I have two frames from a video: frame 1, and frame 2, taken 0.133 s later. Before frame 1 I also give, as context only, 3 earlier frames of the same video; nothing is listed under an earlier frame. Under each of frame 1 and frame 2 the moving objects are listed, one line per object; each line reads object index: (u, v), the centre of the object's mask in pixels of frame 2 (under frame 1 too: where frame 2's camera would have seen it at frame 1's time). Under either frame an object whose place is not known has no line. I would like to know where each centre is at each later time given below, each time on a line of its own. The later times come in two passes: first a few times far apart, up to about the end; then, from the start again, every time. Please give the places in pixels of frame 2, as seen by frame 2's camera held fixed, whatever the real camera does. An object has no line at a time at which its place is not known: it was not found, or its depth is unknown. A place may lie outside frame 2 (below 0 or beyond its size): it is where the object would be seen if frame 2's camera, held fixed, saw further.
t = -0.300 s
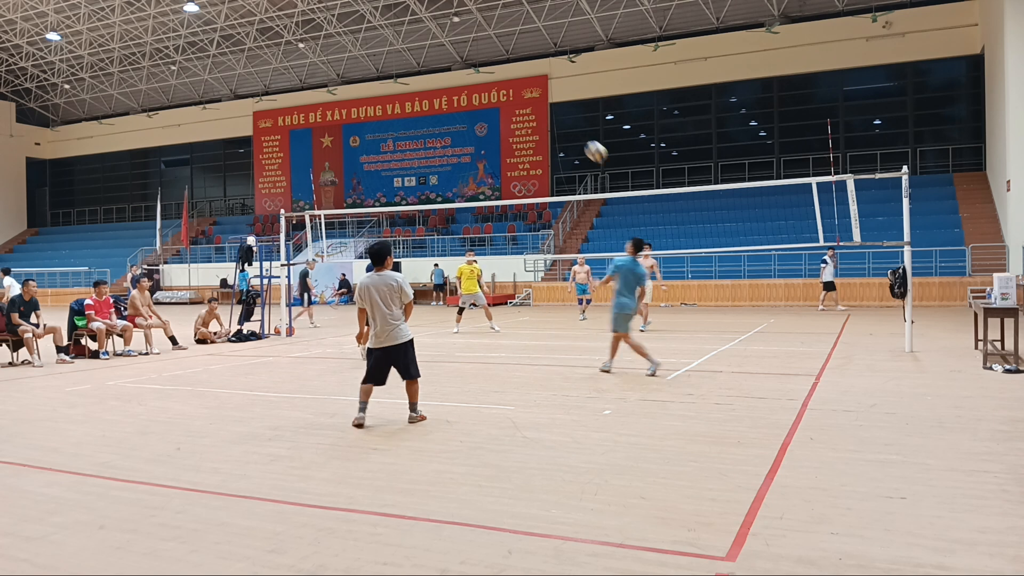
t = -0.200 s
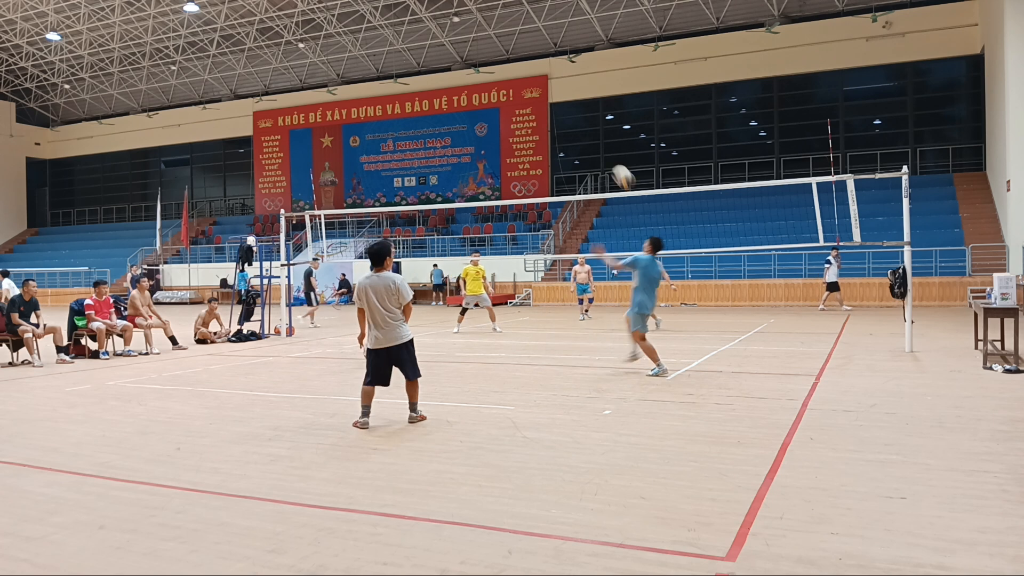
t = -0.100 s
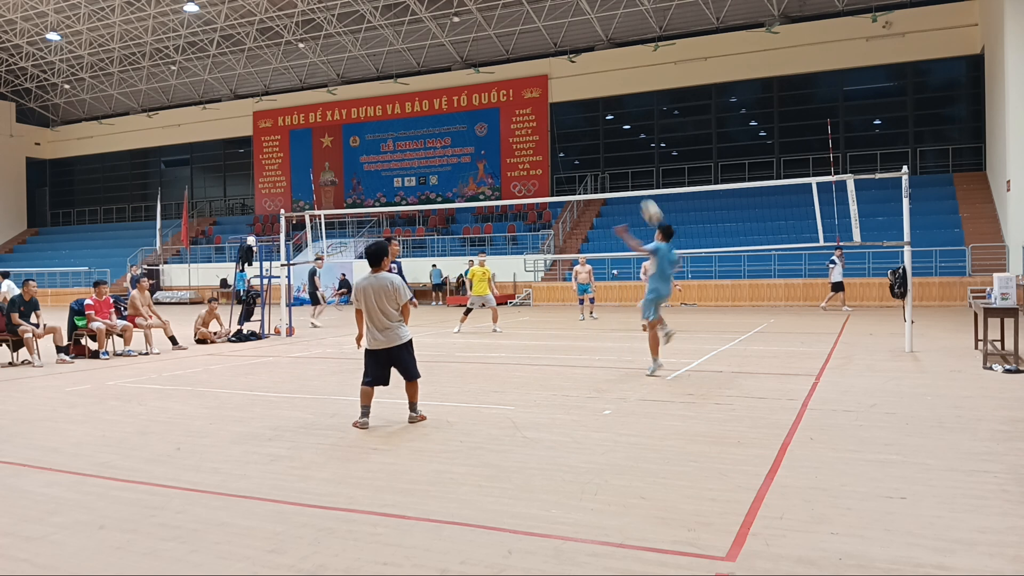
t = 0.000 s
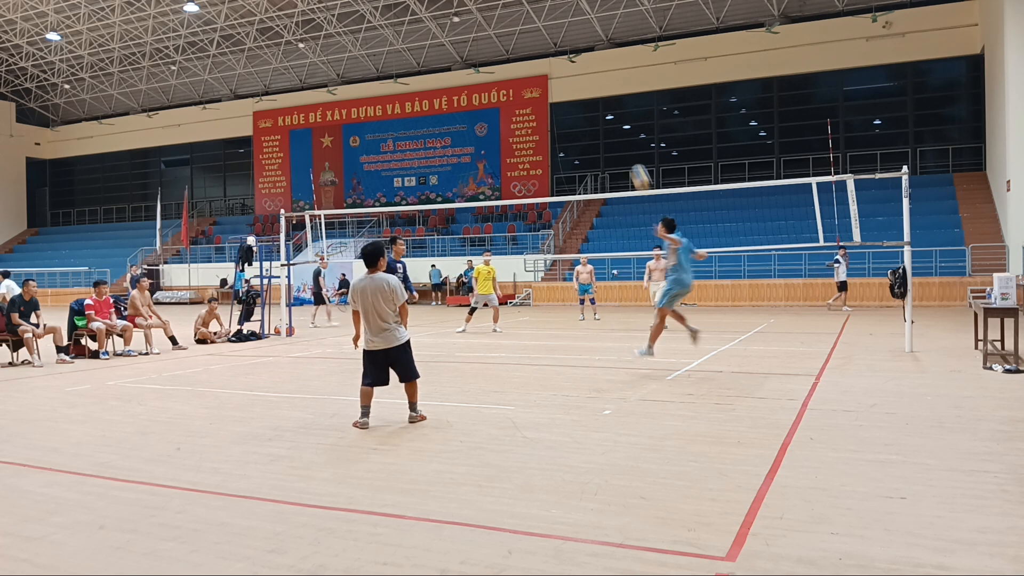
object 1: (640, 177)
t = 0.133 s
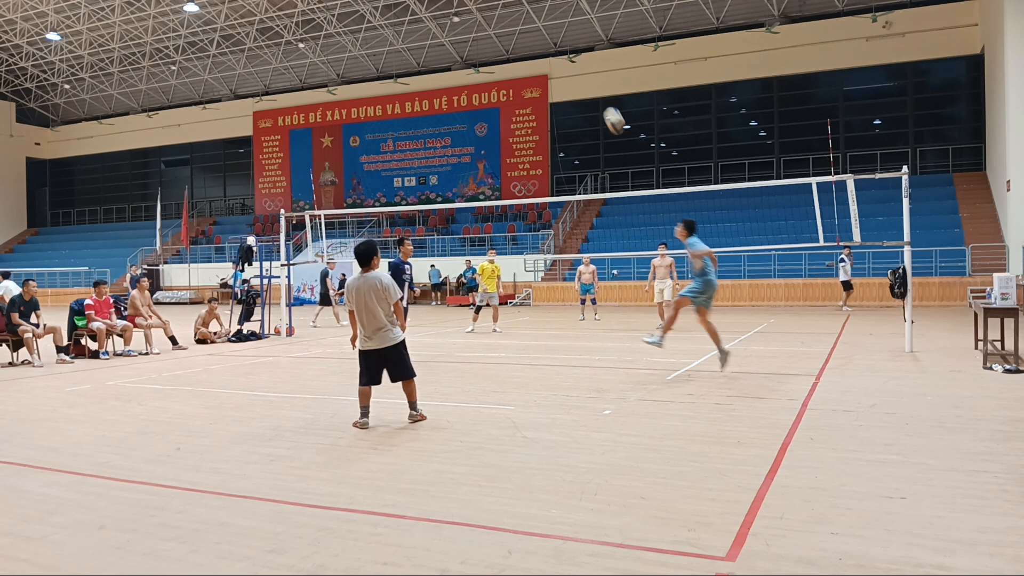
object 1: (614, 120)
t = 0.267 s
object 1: (588, 77)
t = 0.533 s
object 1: (540, 39)
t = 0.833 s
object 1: (491, 62)
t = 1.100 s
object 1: (453, 142)
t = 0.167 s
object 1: (607, 108)
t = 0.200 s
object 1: (601, 97)
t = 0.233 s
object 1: (594, 86)
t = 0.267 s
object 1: (588, 77)
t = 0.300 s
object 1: (582, 69)
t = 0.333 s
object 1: (575, 61)
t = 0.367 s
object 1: (569, 55)
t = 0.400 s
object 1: (563, 50)
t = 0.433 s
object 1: (557, 46)
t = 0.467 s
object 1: (551, 43)
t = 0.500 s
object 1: (546, 40)
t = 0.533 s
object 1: (540, 39)
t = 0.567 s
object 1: (534, 38)
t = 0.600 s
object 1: (529, 38)
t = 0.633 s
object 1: (523, 38)
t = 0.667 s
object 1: (518, 41)
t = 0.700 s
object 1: (512, 43)
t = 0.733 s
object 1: (507, 47)
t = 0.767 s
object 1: (501, 51)
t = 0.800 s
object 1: (496, 56)
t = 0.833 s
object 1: (491, 62)
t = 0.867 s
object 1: (486, 69)
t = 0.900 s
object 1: (481, 78)
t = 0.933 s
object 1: (476, 86)
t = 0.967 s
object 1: (471, 97)
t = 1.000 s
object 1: (465, 108)
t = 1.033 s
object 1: (461, 119)
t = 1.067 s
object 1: (457, 130)
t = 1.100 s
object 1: (453, 142)
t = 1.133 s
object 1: (448, 156)
